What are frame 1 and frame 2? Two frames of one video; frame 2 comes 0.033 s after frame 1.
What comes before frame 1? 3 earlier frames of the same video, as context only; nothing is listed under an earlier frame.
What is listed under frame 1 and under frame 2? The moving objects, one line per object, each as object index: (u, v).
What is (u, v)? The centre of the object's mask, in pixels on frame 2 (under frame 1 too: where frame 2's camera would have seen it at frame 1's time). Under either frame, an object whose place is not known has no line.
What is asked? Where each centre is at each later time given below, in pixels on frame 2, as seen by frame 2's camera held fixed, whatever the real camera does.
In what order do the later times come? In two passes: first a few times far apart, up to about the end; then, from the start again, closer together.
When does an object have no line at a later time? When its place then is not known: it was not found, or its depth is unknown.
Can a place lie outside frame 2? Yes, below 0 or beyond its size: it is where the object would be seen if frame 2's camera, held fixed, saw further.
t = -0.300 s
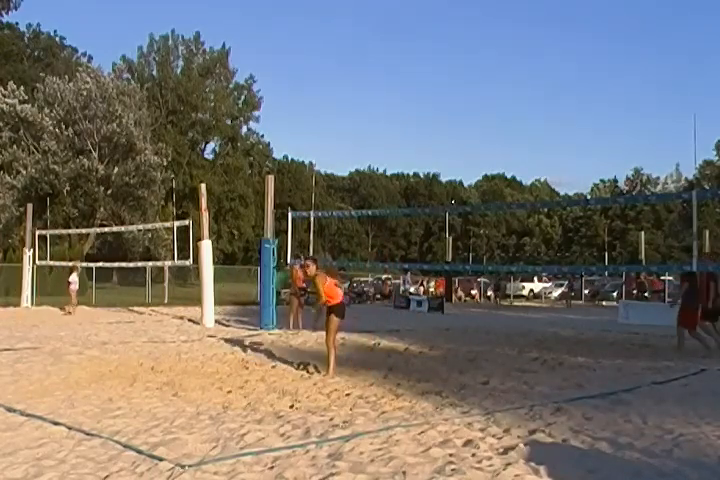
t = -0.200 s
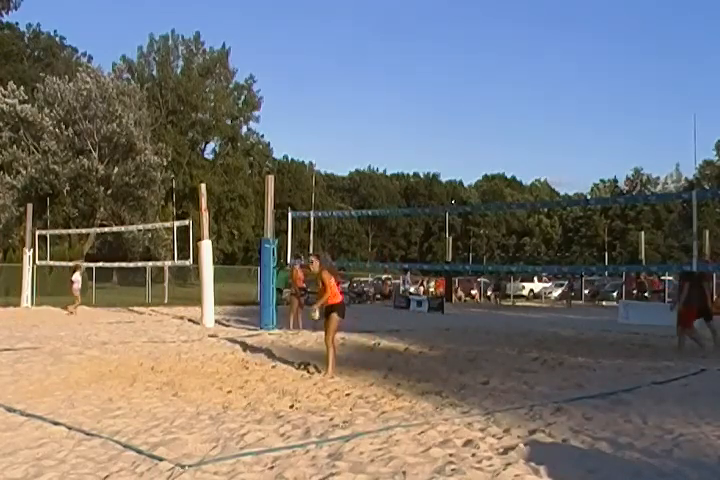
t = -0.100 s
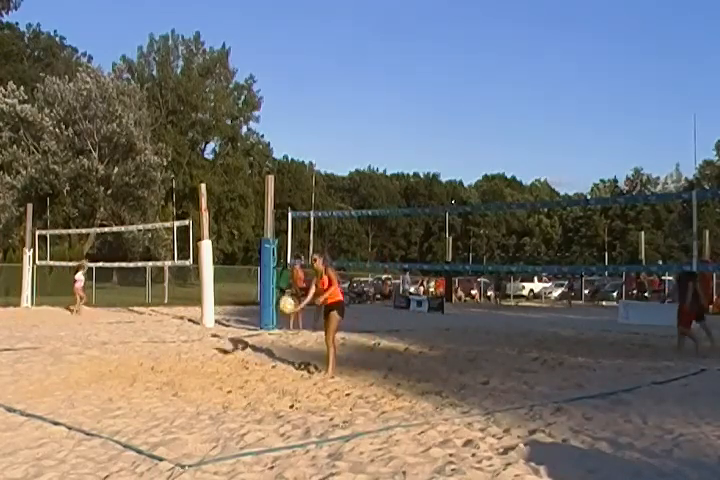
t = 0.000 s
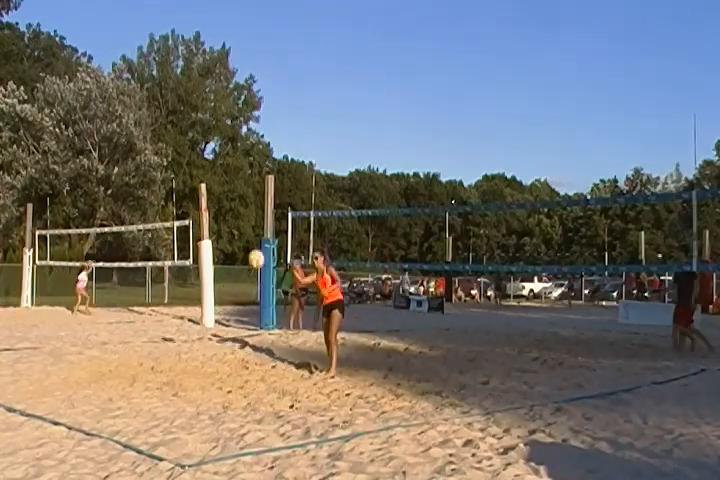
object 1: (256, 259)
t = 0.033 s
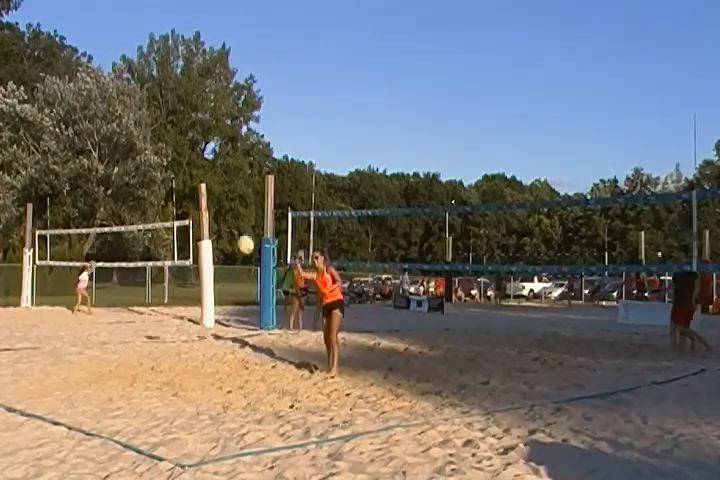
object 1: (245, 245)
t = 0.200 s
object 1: (186, 182)
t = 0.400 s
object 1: (101, 134)
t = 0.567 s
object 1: (13, 122)
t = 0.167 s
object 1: (199, 194)
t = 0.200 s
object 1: (186, 182)
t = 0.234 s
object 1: (173, 172)
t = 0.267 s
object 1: (160, 162)
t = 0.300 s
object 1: (146, 154)
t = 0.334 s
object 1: (131, 146)
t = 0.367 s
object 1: (116, 140)
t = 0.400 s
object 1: (101, 134)
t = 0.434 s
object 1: (85, 129)
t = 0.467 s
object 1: (68, 126)
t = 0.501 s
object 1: (51, 123)
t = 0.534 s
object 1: (32, 122)
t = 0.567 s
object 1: (13, 122)
